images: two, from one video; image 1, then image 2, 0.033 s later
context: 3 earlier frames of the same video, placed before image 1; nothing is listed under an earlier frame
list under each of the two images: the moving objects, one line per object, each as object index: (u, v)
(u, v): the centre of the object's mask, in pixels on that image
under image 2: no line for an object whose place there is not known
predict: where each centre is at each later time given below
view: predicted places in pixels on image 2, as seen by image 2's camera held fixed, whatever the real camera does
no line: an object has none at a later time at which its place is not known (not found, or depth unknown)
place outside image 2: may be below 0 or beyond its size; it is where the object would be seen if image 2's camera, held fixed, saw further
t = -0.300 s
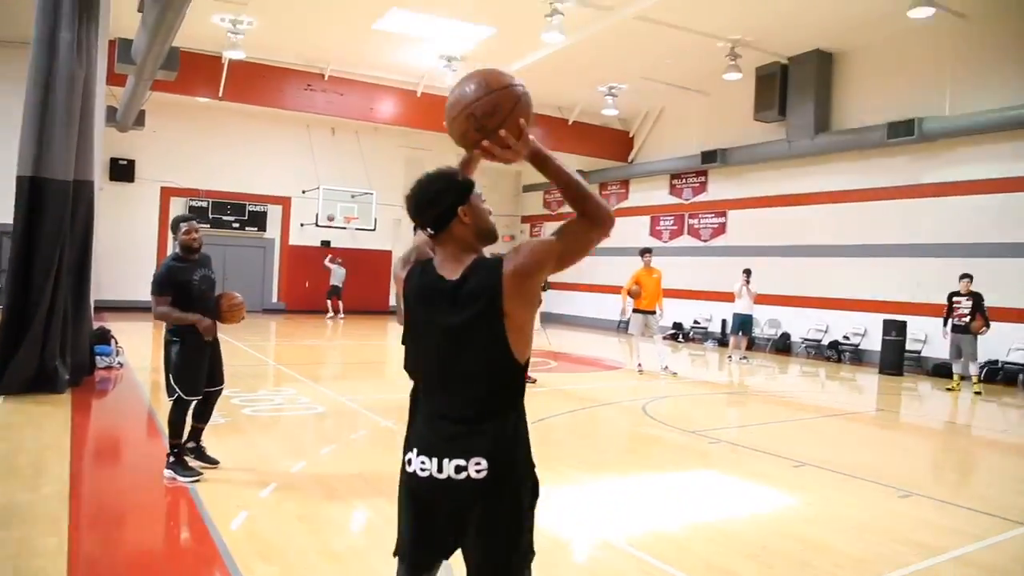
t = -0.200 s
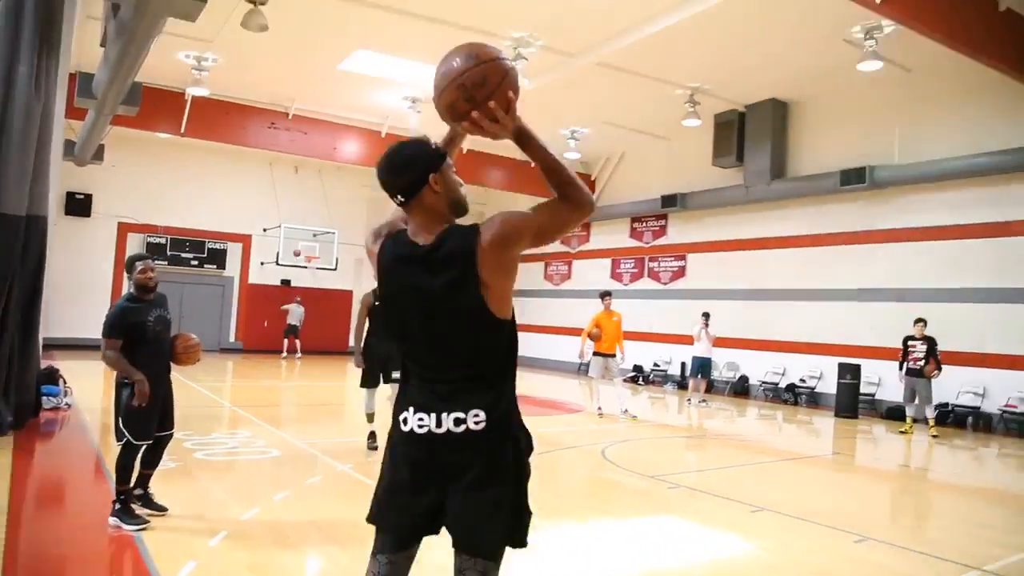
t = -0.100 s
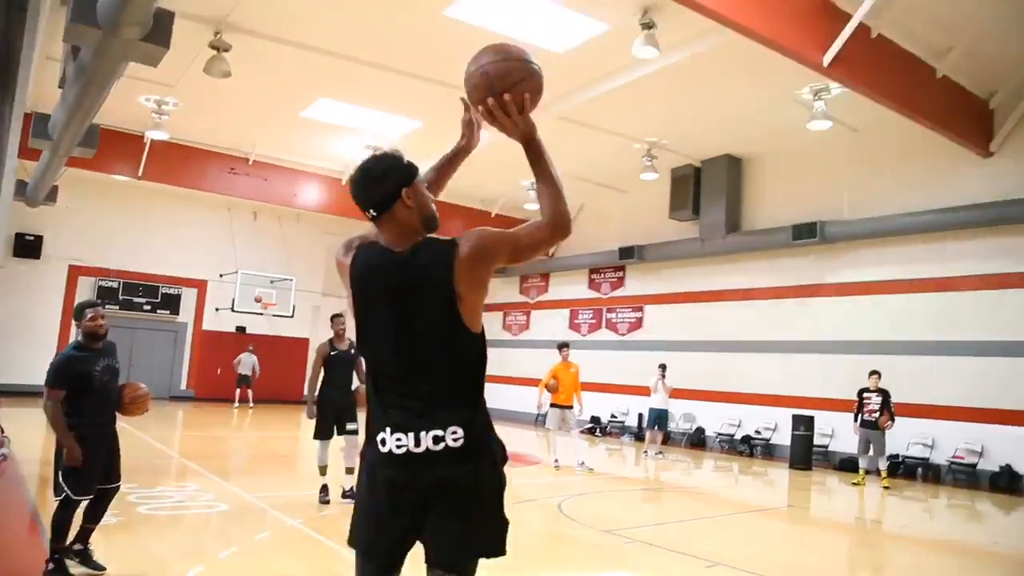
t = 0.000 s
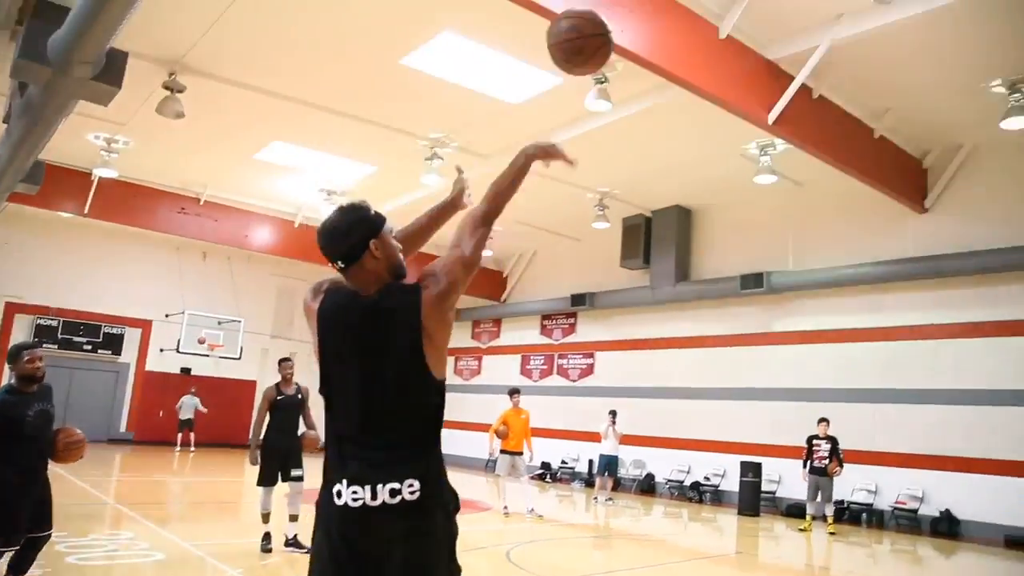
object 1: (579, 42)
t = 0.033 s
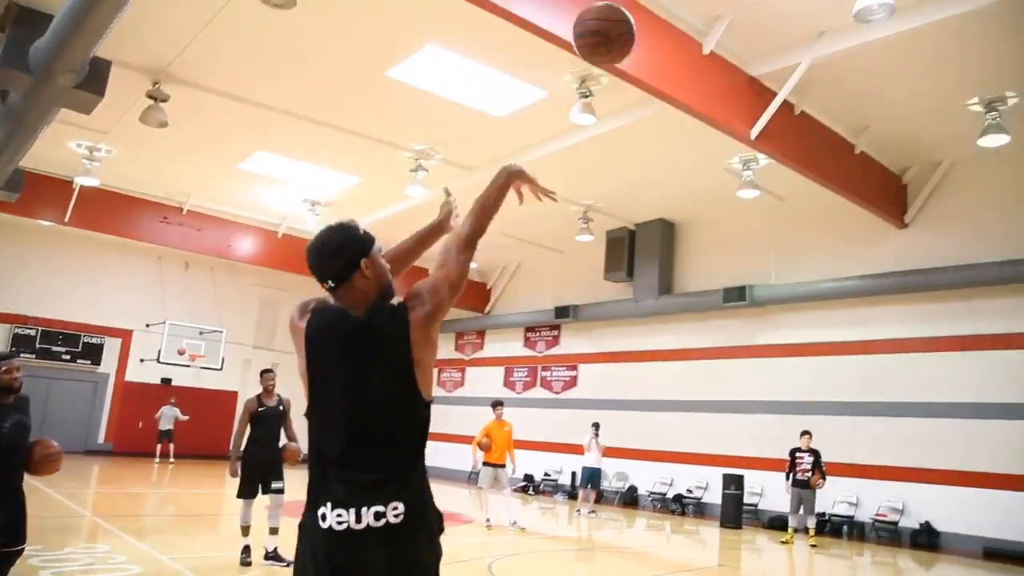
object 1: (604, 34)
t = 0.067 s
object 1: (642, 18)
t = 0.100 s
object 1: (678, 6)
